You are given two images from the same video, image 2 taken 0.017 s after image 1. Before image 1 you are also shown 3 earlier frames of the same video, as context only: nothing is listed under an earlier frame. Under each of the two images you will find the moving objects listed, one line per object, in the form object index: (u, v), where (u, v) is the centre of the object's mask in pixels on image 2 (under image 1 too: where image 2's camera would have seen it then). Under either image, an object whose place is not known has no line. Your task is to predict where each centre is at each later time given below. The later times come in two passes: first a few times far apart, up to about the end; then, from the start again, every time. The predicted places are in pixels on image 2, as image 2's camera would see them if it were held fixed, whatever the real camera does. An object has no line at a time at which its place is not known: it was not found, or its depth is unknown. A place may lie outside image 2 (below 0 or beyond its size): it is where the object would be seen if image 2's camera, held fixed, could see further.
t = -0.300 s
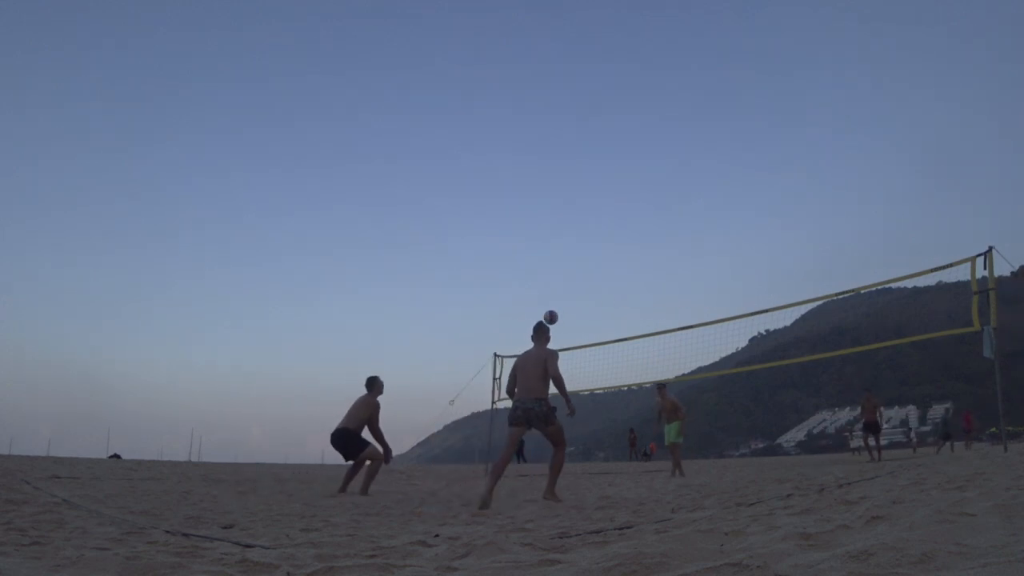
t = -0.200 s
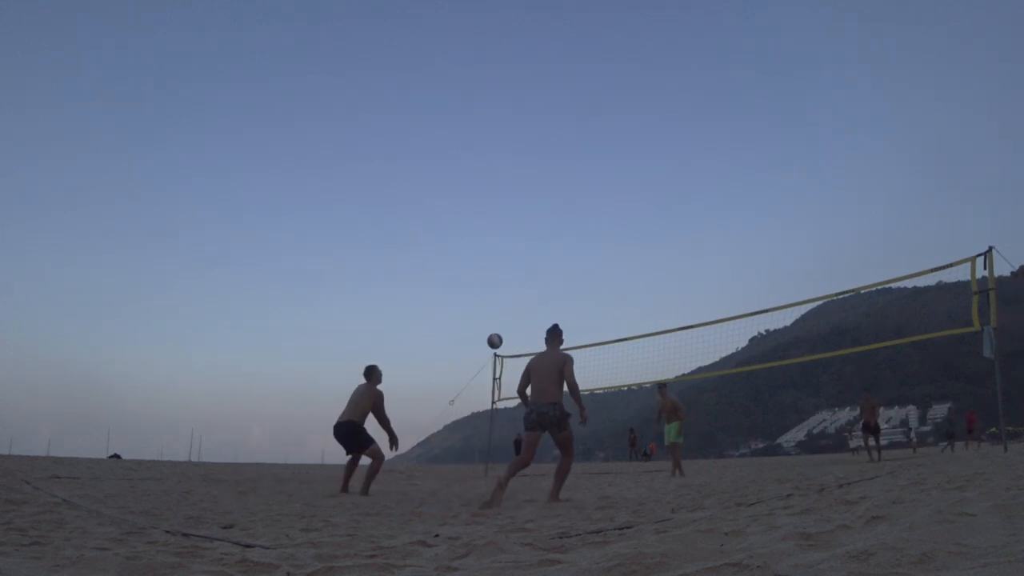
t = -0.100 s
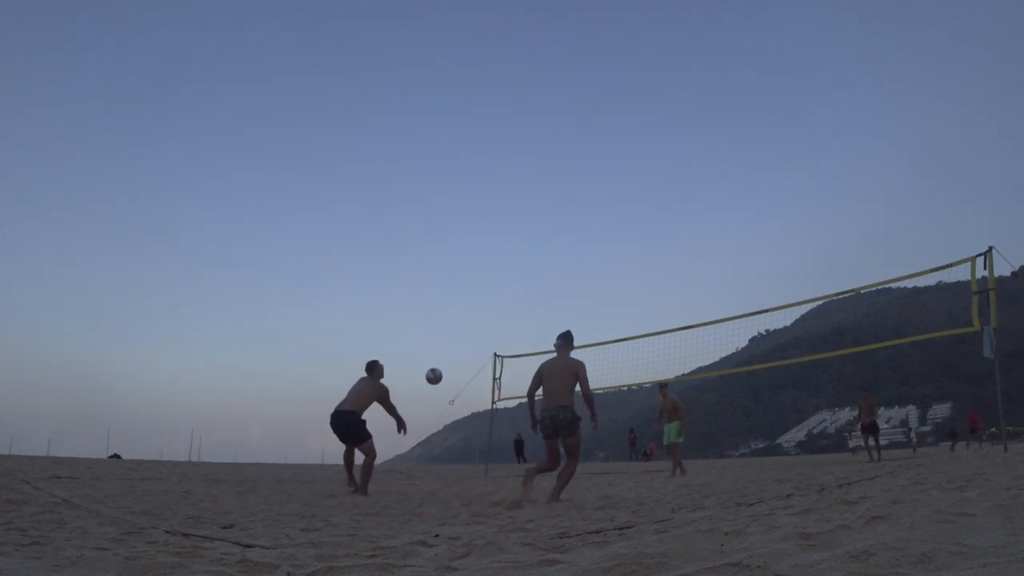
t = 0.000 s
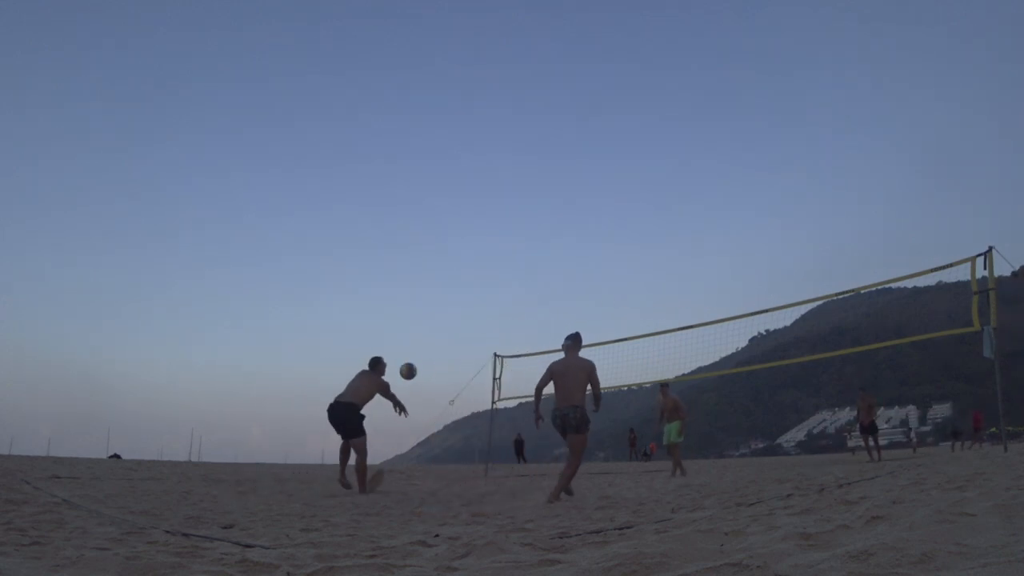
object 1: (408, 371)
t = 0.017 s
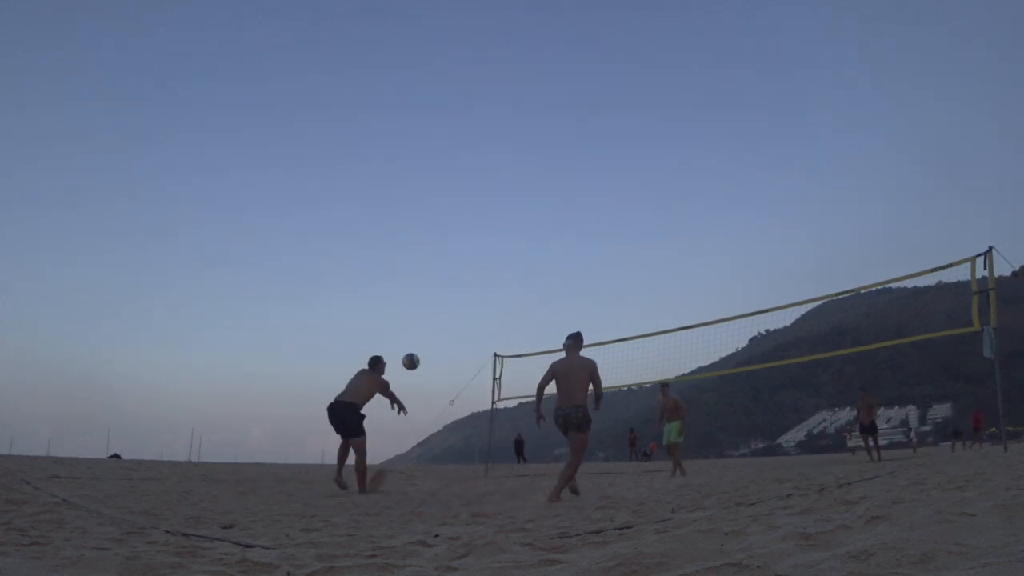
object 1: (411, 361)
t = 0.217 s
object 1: (442, 268)
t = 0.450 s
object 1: (475, 202)
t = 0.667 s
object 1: (505, 177)
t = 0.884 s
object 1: (535, 184)
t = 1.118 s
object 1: (570, 230)
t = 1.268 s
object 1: (593, 282)
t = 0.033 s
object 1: (413, 352)
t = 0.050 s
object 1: (416, 343)
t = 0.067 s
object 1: (419, 335)
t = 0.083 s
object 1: (421, 326)
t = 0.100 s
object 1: (424, 318)
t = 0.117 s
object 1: (427, 310)
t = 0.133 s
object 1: (429, 302)
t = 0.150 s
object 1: (432, 295)
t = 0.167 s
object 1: (434, 288)
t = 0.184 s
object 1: (437, 281)
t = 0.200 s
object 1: (440, 274)
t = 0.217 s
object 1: (442, 268)
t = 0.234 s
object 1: (444, 262)
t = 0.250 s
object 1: (447, 256)
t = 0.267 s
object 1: (449, 250)
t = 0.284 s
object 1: (452, 245)
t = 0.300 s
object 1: (454, 239)
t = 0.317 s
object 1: (457, 234)
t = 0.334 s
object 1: (459, 230)
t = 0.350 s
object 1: (461, 225)
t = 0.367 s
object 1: (464, 221)
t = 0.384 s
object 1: (466, 217)
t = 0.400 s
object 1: (468, 213)
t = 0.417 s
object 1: (471, 209)
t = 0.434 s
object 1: (473, 205)
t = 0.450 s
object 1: (475, 202)
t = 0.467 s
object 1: (478, 199)
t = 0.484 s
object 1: (480, 196)
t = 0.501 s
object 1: (482, 193)
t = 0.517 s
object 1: (485, 191)
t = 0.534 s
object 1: (487, 189)
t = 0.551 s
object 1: (489, 186)
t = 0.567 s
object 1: (491, 185)
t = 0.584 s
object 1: (494, 183)
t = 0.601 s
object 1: (496, 181)
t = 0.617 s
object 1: (498, 180)
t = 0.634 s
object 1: (501, 179)
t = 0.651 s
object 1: (503, 178)
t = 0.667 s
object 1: (505, 177)
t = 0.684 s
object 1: (507, 176)
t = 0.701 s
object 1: (510, 176)
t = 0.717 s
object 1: (512, 176)
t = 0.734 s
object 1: (514, 176)
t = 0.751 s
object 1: (517, 176)
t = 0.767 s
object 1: (519, 176)
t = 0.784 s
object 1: (521, 177)
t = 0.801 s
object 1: (524, 178)
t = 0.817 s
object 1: (526, 178)
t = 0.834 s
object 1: (528, 180)
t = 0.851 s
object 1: (531, 181)
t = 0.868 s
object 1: (533, 182)
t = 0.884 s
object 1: (535, 184)
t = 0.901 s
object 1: (537, 186)
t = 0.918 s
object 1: (540, 188)
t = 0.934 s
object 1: (543, 191)
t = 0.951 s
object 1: (545, 193)
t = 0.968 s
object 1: (547, 196)
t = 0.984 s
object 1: (550, 198)
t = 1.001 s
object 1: (552, 202)
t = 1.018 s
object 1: (554, 205)
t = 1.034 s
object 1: (557, 209)
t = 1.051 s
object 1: (560, 213)
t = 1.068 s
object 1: (562, 216)
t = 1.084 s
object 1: (565, 221)
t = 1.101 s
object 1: (567, 225)
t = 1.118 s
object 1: (570, 230)
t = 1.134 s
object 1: (572, 235)
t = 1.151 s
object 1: (575, 240)
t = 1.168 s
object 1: (577, 245)
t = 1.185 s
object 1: (580, 251)
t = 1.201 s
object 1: (583, 256)
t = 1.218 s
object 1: (585, 263)
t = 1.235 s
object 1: (588, 269)
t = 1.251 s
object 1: (591, 275)
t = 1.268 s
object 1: (593, 282)
